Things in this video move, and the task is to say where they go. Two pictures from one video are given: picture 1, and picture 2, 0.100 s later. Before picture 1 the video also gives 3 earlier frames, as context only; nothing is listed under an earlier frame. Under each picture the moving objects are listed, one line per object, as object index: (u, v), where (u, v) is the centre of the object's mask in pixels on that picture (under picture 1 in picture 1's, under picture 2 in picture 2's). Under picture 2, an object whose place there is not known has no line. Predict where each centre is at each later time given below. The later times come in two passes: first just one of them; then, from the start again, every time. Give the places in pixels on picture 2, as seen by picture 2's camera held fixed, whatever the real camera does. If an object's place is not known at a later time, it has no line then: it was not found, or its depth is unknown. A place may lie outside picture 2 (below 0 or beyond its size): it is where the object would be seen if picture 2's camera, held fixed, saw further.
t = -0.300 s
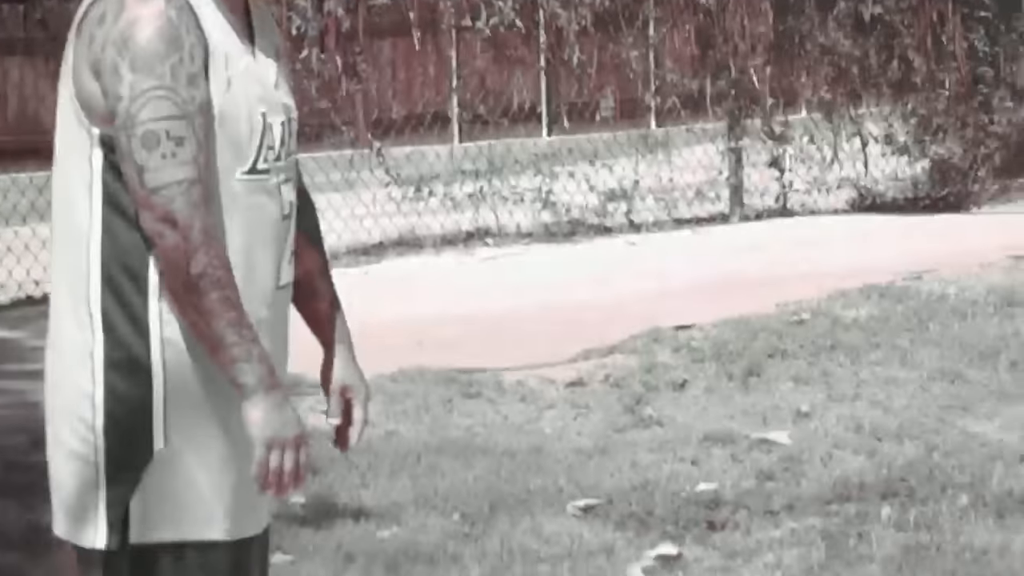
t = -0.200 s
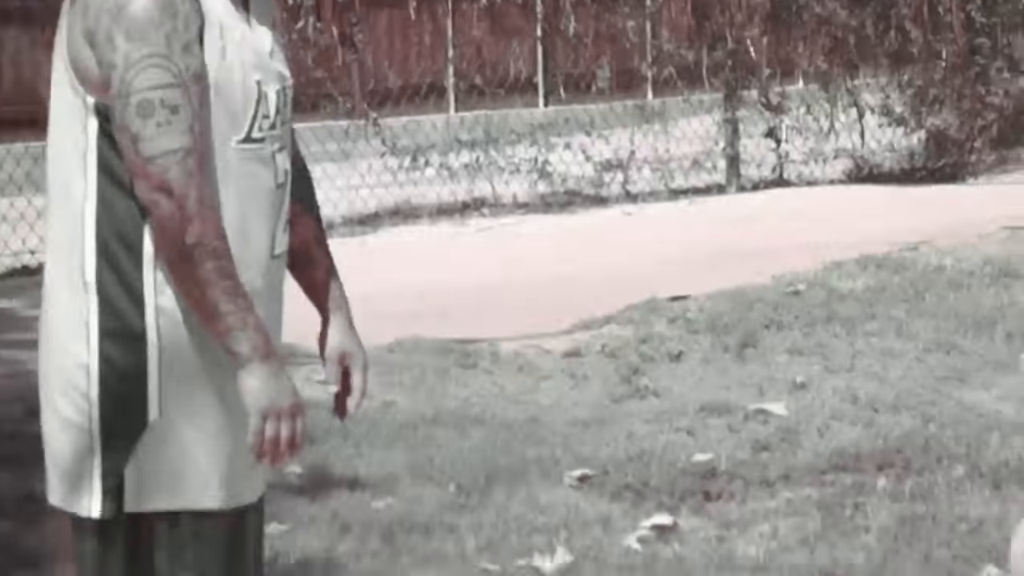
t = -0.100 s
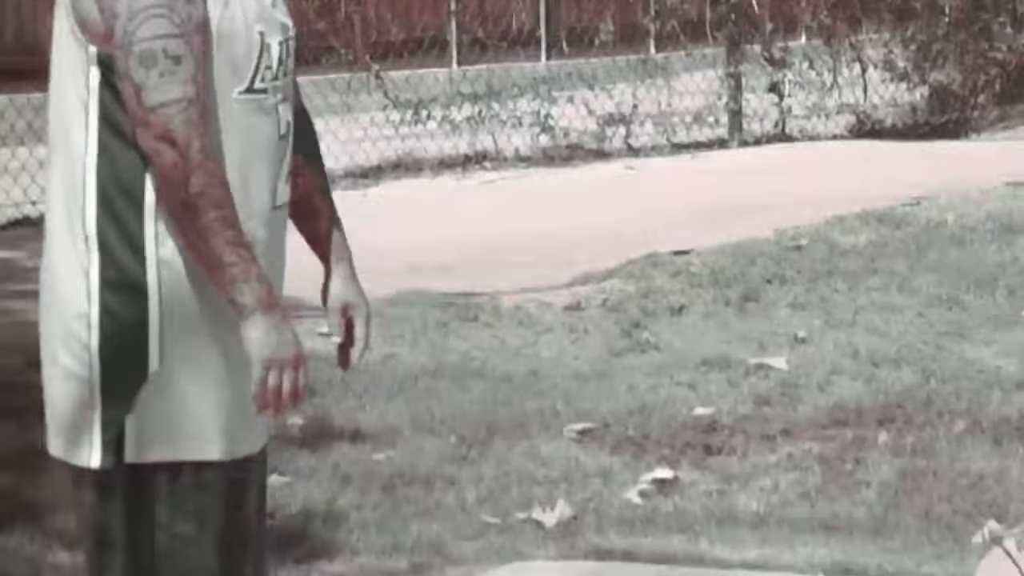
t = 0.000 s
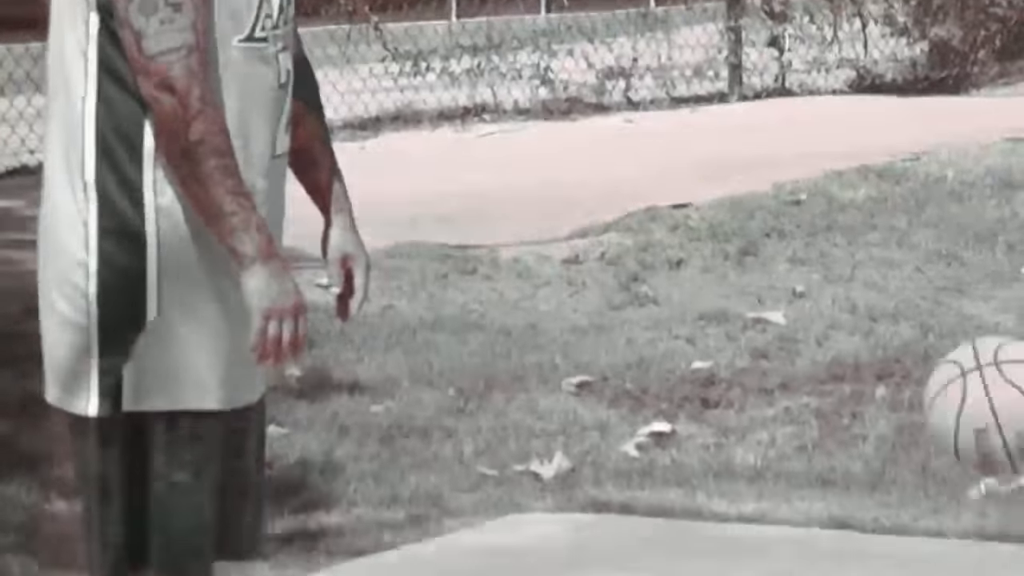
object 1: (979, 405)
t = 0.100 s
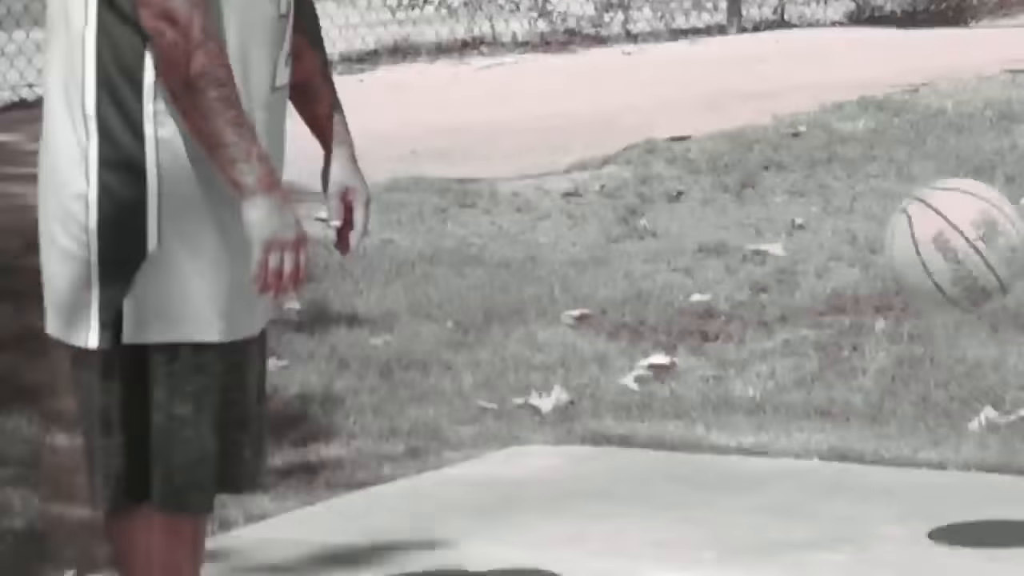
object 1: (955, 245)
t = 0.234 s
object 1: (903, 213)
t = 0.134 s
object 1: (943, 228)
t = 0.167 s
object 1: (930, 217)
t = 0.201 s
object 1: (917, 210)
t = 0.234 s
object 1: (903, 213)
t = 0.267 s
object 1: (890, 222)
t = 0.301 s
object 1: (876, 235)
